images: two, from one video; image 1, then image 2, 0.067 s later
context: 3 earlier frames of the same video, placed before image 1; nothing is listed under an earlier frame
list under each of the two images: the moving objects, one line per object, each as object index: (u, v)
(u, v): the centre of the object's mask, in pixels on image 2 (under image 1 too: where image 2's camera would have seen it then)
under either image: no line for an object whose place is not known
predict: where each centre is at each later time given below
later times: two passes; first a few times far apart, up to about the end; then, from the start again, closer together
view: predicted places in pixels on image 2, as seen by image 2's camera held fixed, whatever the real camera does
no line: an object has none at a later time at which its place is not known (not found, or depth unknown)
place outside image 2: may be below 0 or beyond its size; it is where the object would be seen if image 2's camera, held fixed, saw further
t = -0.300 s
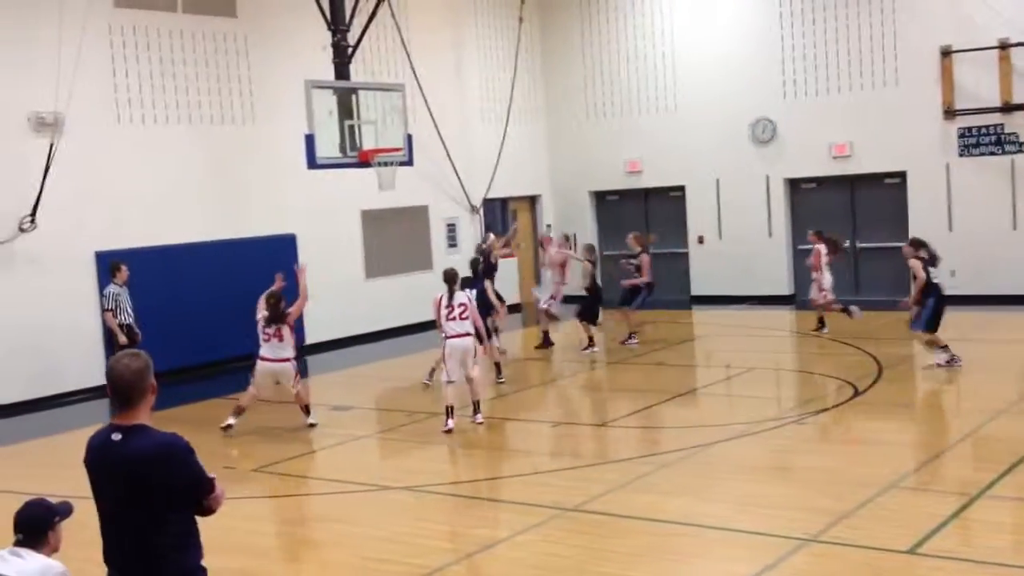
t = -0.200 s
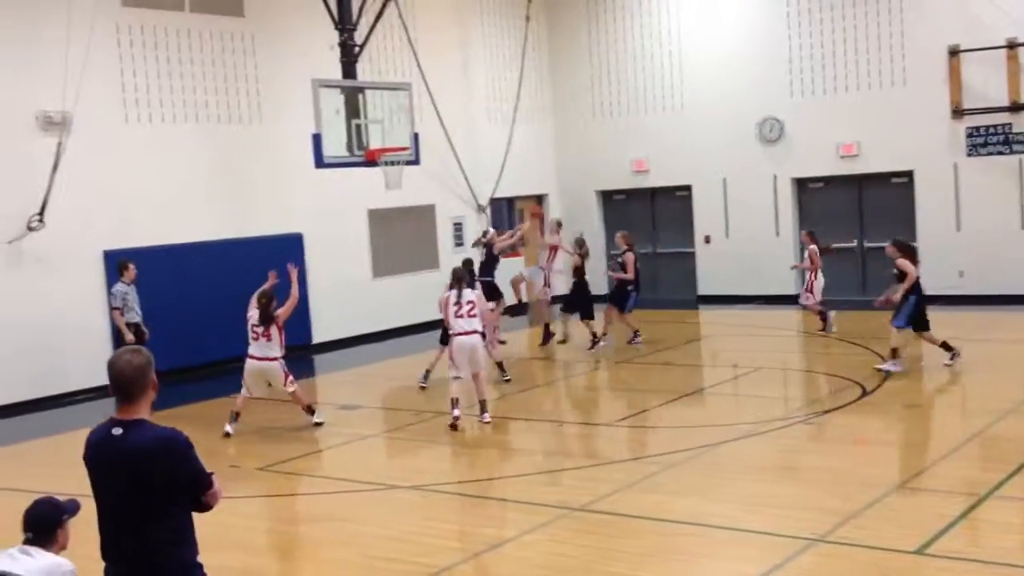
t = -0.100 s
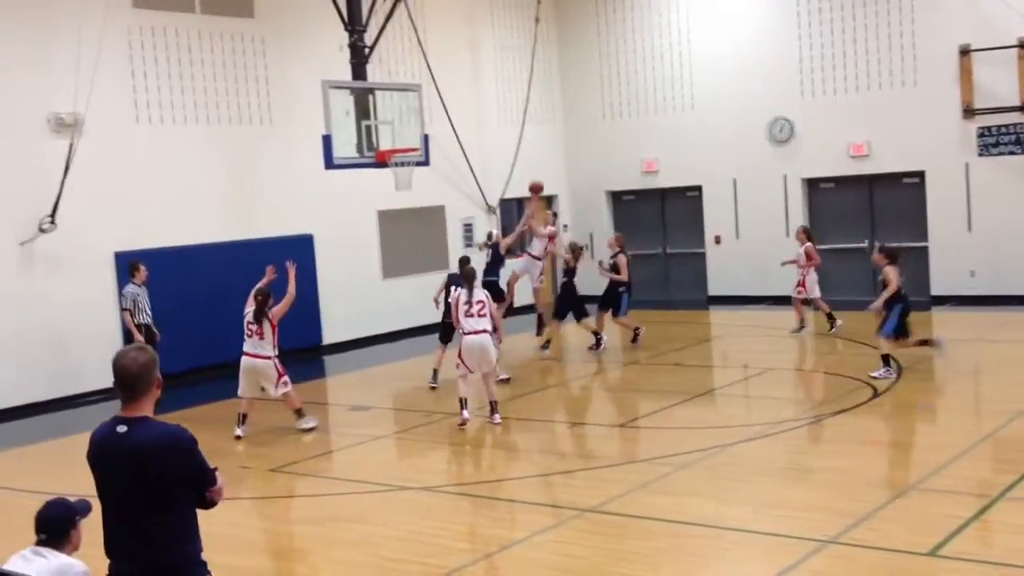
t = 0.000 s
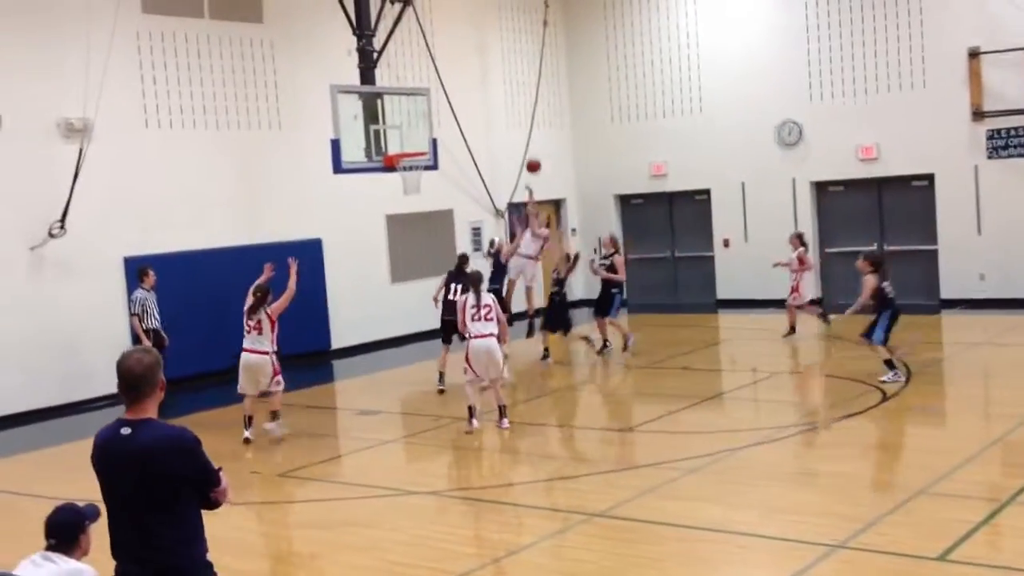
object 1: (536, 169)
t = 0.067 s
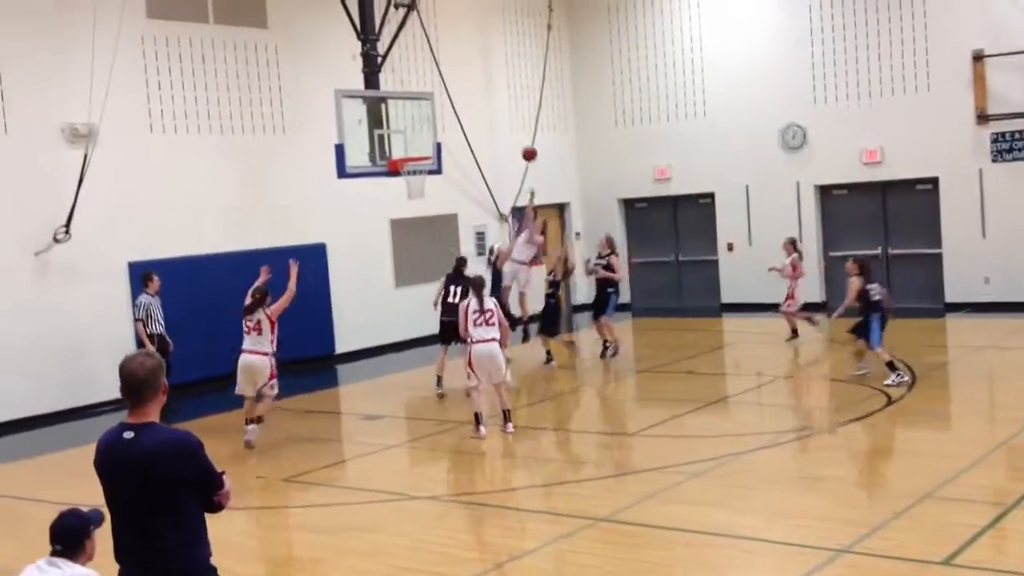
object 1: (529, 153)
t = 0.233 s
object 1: (509, 125)
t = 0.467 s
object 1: (484, 116)
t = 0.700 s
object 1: (460, 145)
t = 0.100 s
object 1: (525, 146)
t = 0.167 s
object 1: (517, 134)
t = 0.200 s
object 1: (513, 129)
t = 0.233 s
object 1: (509, 125)
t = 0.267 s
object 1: (506, 121)
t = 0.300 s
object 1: (502, 119)
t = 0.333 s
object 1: (498, 116)
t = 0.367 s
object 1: (495, 115)
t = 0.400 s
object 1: (491, 115)
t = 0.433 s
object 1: (488, 115)
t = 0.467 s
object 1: (484, 116)
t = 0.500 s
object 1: (480, 118)
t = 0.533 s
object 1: (477, 121)
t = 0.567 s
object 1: (473, 124)
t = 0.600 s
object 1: (469, 127)
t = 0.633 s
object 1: (467, 133)
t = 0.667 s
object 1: (463, 139)
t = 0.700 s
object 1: (460, 145)
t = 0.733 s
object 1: (457, 153)
